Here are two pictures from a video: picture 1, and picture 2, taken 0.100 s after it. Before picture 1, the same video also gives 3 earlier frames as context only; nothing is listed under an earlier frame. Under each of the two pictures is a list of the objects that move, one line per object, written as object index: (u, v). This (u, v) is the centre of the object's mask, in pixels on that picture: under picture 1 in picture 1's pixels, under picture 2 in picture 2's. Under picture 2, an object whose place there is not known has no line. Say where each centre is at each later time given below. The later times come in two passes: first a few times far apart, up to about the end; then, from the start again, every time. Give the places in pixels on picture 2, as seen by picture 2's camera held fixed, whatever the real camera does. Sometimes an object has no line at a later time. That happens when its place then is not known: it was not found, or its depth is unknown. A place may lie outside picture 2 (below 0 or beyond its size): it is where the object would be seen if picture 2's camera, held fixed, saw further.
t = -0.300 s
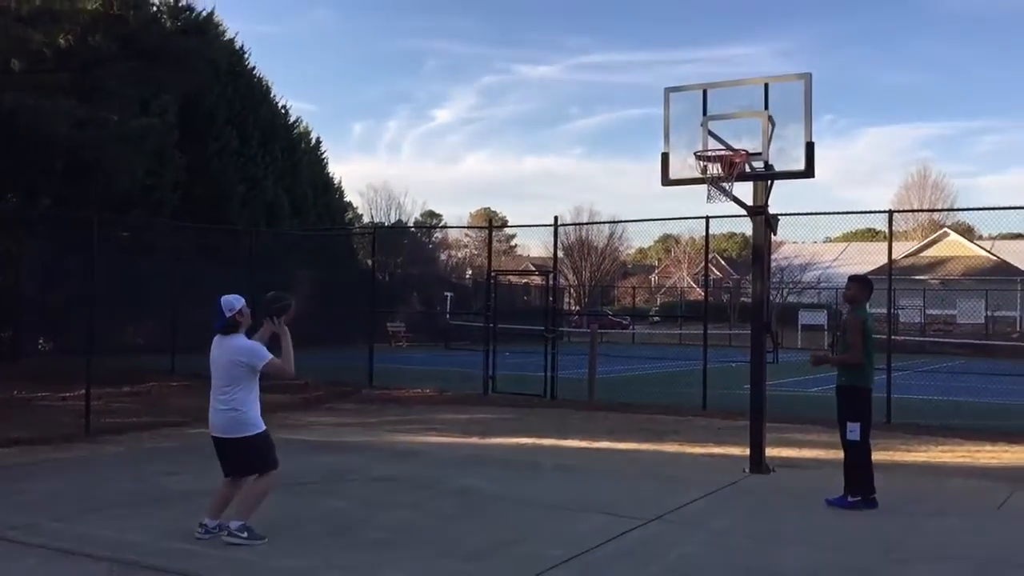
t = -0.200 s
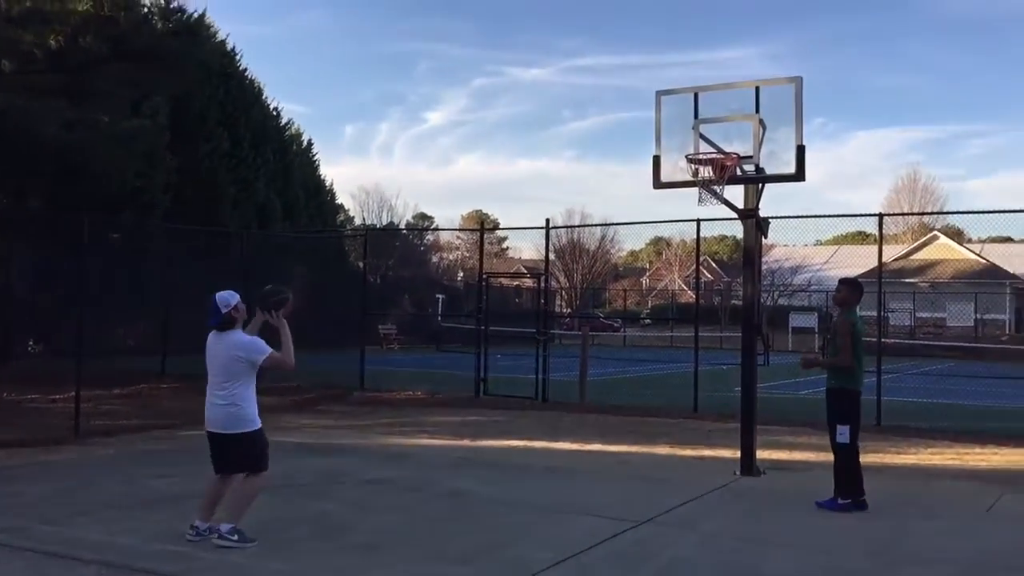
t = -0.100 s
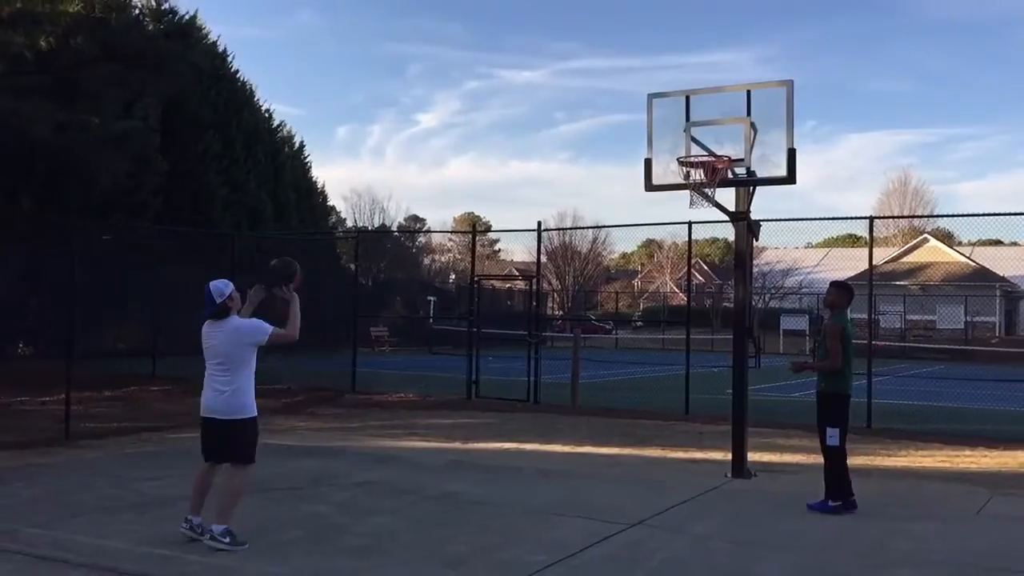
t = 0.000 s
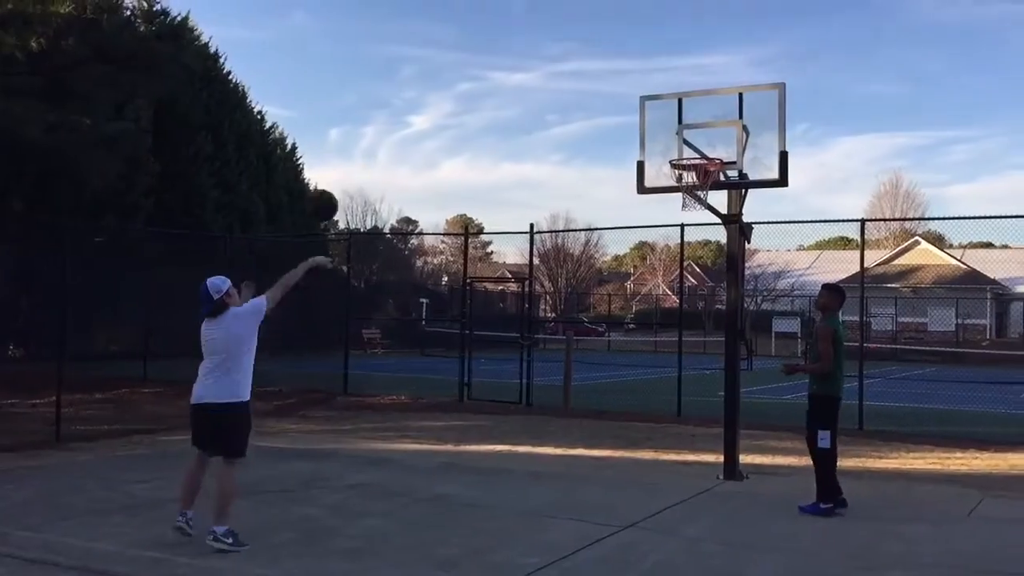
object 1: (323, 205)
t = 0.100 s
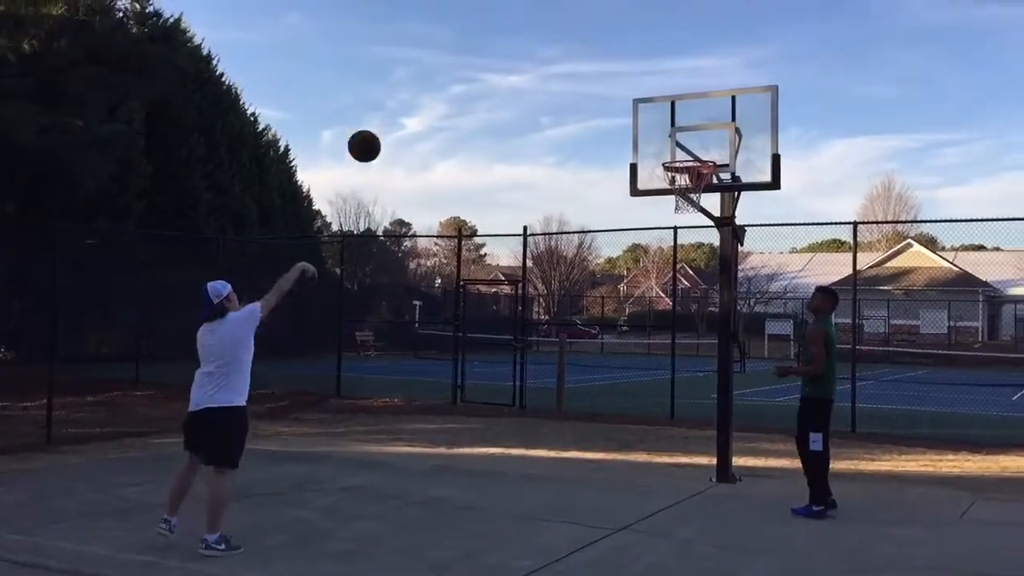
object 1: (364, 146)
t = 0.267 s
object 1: (440, 80)
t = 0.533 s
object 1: (545, 52)
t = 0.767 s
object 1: (624, 94)
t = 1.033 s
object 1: (664, 154)
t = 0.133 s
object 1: (380, 129)
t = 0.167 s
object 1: (396, 114)
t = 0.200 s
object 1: (411, 101)
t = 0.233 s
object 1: (426, 90)
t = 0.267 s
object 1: (440, 80)
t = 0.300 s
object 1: (454, 71)
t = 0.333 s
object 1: (468, 64)
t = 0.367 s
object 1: (482, 59)
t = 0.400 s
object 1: (495, 55)
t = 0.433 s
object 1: (508, 52)
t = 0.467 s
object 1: (521, 51)
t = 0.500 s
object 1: (533, 51)
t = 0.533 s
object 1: (545, 52)
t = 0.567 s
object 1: (557, 55)
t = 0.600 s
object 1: (569, 58)
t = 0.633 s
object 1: (580, 63)
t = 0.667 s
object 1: (592, 69)
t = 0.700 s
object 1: (603, 76)
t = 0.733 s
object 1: (614, 85)
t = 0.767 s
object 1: (624, 94)
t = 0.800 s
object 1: (635, 104)
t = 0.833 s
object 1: (645, 116)
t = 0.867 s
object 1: (655, 128)
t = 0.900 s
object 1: (664, 141)
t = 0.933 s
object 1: (674, 157)
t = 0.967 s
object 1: (675, 161)
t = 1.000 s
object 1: (669, 155)
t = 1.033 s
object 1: (664, 154)
